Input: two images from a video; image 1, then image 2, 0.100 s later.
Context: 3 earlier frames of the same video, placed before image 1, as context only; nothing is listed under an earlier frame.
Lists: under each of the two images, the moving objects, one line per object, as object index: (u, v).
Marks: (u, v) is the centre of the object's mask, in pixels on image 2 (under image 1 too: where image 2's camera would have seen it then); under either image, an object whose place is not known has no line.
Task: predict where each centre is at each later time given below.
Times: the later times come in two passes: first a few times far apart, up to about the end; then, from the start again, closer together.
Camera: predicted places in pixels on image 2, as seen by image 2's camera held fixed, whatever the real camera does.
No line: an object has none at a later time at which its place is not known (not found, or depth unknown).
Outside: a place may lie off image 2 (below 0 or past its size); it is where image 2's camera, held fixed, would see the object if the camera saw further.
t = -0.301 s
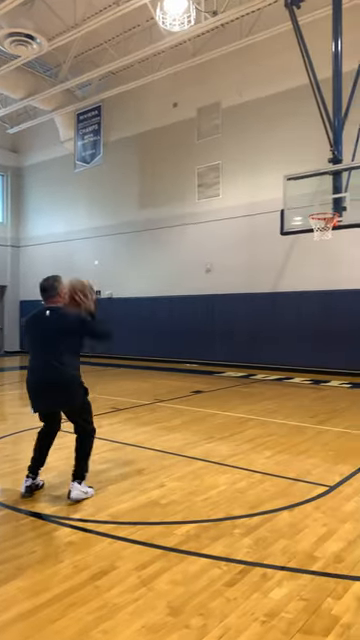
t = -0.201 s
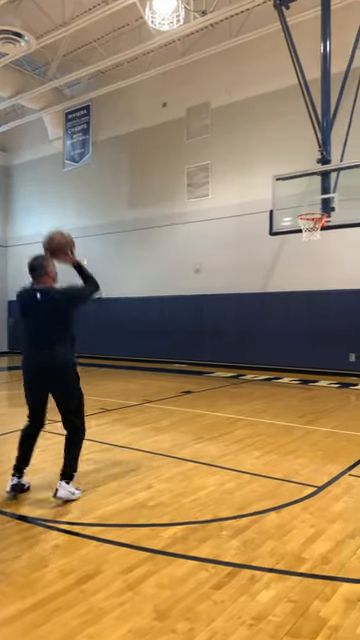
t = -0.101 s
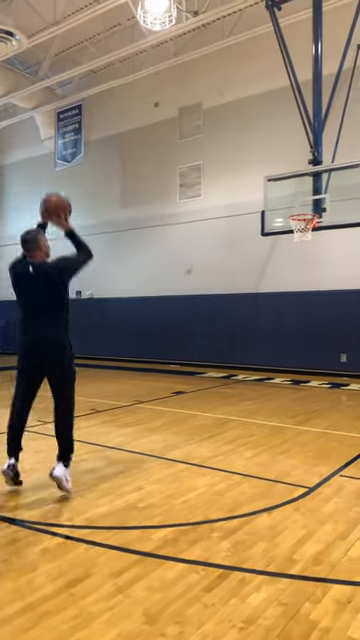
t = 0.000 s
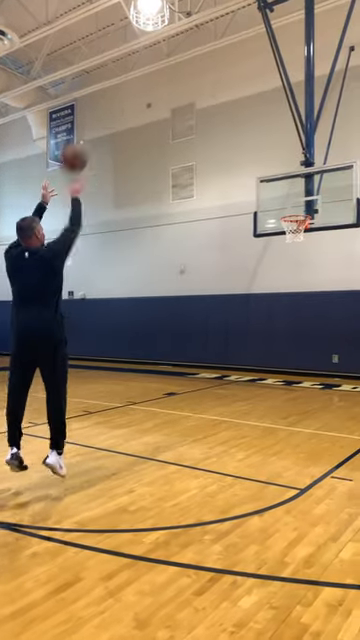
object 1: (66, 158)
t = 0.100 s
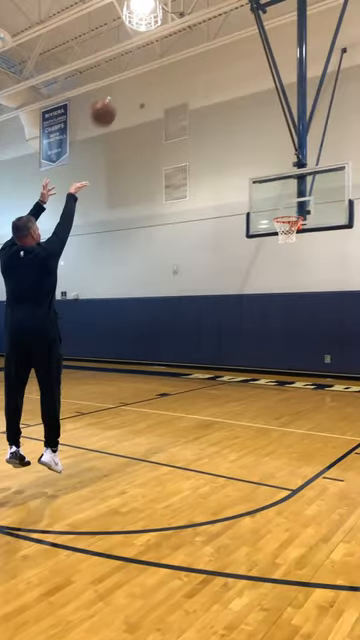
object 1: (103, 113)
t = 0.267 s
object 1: (152, 72)
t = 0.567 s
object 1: (216, 72)
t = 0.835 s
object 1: (256, 121)
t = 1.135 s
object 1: (288, 209)
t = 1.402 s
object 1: (293, 266)
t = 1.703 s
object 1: (292, 349)
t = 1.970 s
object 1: (284, 344)
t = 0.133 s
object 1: (114, 101)
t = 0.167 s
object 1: (124, 92)
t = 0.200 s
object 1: (134, 84)
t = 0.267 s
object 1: (152, 72)
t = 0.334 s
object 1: (168, 65)
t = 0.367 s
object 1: (176, 63)
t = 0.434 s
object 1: (191, 63)
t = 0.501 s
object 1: (204, 66)
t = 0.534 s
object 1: (210, 68)
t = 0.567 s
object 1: (216, 72)
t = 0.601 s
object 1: (222, 76)
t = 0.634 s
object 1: (227, 81)
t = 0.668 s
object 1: (233, 86)
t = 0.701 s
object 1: (237, 92)
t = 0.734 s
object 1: (242, 99)
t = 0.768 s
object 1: (246, 105)
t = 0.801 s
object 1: (251, 113)
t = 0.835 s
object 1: (256, 121)
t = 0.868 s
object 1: (260, 129)
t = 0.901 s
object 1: (264, 138)
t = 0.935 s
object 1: (268, 147)
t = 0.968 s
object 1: (272, 156)
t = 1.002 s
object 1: (275, 166)
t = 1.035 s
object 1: (279, 177)
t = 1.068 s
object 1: (283, 187)
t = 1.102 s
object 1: (285, 197)
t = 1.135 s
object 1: (288, 209)
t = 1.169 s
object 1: (290, 220)
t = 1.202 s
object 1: (294, 231)
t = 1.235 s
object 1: (294, 236)
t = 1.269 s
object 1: (294, 241)
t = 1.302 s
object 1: (293, 247)
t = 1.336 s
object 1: (293, 253)
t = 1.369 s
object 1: (293, 259)
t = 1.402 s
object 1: (293, 266)
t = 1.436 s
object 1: (293, 273)
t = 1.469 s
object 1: (293, 281)
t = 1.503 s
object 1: (293, 289)
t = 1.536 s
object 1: (292, 299)
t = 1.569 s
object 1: (292, 304)
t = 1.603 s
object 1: (292, 319)
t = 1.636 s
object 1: (292, 328)
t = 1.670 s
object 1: (293, 339)
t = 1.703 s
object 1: (292, 349)
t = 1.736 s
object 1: (292, 361)
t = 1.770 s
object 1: (292, 373)
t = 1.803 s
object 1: (292, 385)
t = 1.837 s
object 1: (291, 377)
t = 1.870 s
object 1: (289, 369)
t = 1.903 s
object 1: (287, 359)
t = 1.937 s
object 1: (285, 352)
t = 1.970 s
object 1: (284, 344)
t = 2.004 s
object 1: (282, 338)
